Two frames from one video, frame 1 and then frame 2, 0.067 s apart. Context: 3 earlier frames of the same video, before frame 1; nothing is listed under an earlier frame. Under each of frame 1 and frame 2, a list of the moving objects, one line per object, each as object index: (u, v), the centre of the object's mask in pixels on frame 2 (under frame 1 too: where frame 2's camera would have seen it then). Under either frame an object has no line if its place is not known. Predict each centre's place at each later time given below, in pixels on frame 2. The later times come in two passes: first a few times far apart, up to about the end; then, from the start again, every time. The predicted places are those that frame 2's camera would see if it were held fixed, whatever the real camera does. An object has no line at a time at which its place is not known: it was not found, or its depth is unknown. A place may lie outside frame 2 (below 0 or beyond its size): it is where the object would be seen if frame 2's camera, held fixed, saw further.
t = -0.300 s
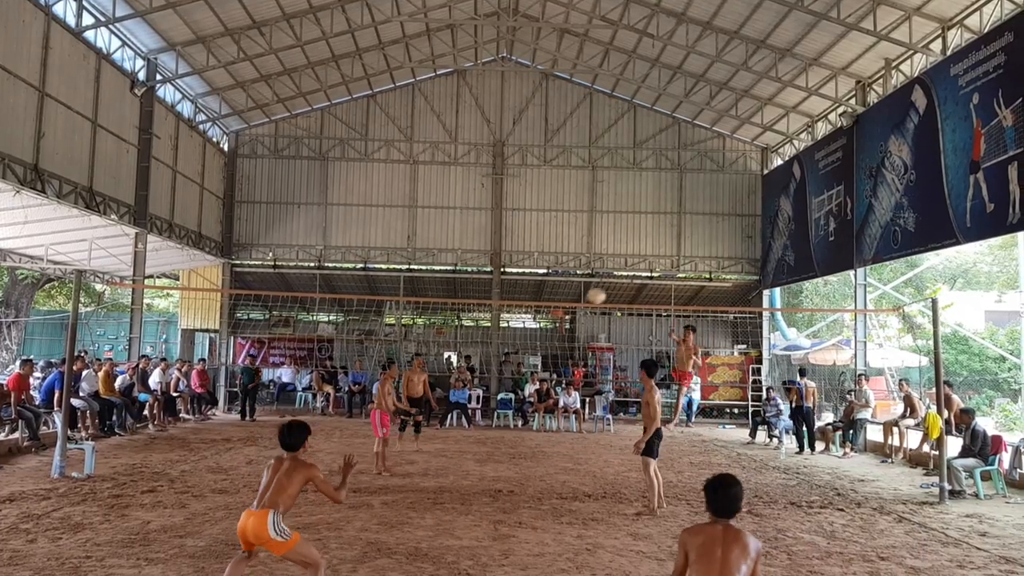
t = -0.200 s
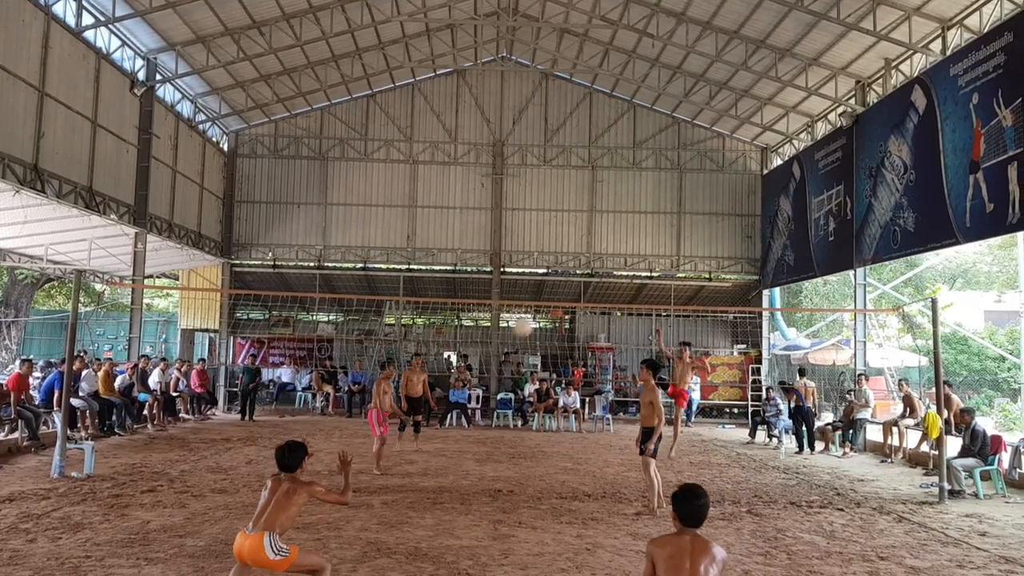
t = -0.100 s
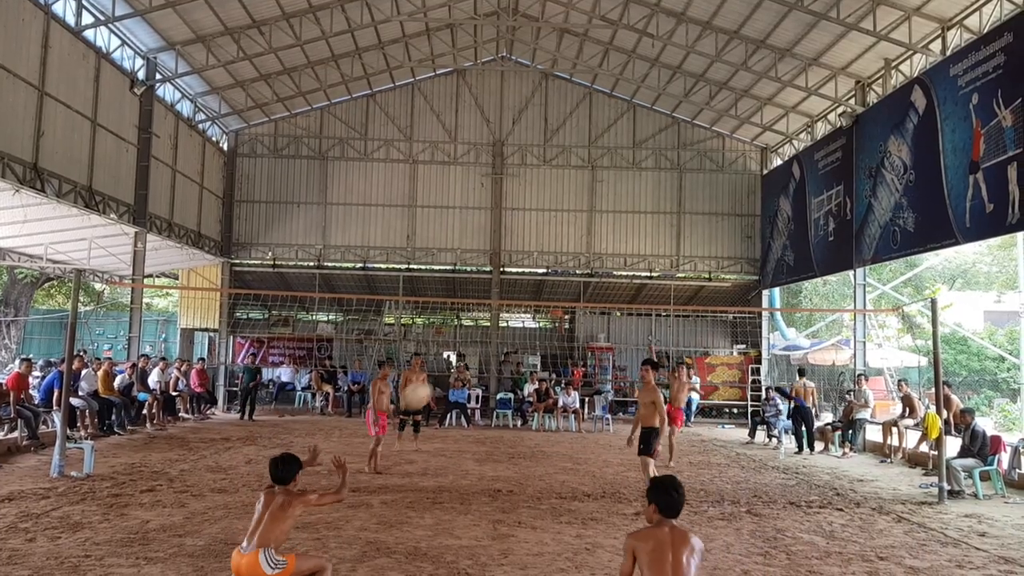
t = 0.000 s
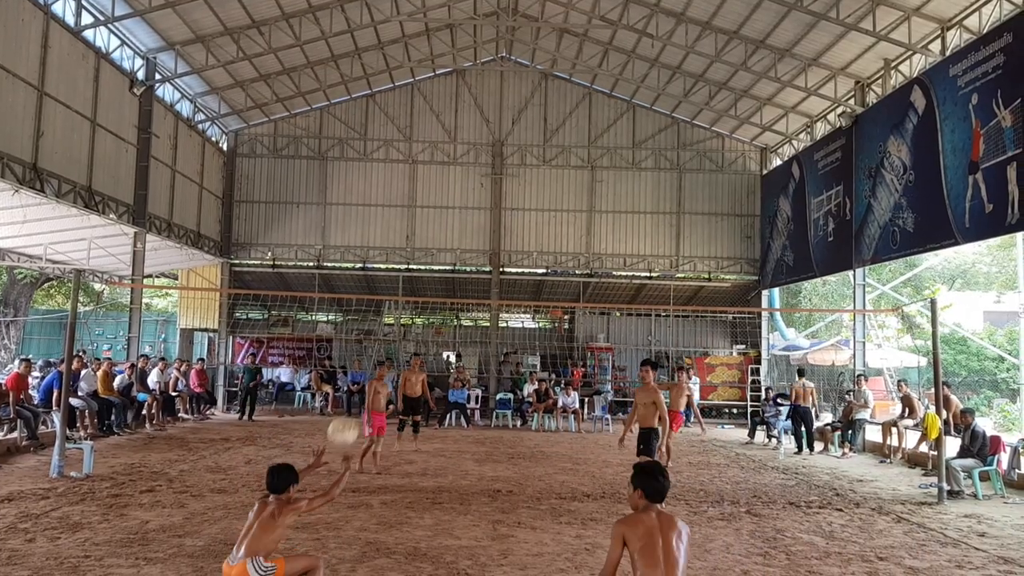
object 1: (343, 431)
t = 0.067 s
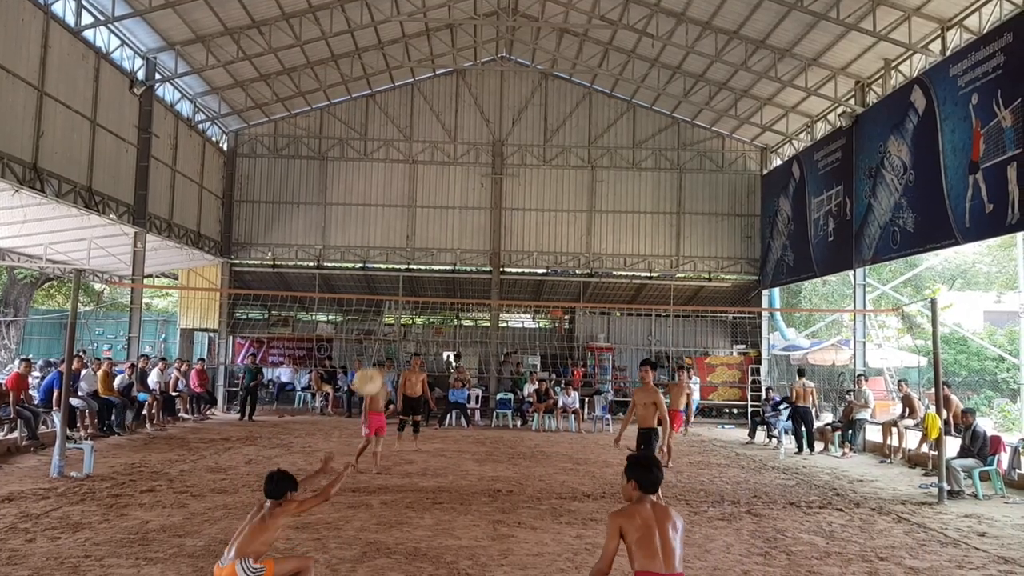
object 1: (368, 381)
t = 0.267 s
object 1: (433, 279)
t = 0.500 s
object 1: (496, 233)
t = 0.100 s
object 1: (379, 359)
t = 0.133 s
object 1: (391, 339)
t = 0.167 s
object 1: (401, 322)
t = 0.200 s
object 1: (412, 305)
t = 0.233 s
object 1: (422, 291)
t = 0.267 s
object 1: (433, 279)
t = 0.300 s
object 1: (442, 268)
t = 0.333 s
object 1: (452, 258)
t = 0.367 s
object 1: (461, 251)
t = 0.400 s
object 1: (470, 244)
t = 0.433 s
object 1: (479, 239)
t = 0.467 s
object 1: (487, 236)
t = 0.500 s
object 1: (496, 233)
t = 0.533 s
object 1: (503, 232)
